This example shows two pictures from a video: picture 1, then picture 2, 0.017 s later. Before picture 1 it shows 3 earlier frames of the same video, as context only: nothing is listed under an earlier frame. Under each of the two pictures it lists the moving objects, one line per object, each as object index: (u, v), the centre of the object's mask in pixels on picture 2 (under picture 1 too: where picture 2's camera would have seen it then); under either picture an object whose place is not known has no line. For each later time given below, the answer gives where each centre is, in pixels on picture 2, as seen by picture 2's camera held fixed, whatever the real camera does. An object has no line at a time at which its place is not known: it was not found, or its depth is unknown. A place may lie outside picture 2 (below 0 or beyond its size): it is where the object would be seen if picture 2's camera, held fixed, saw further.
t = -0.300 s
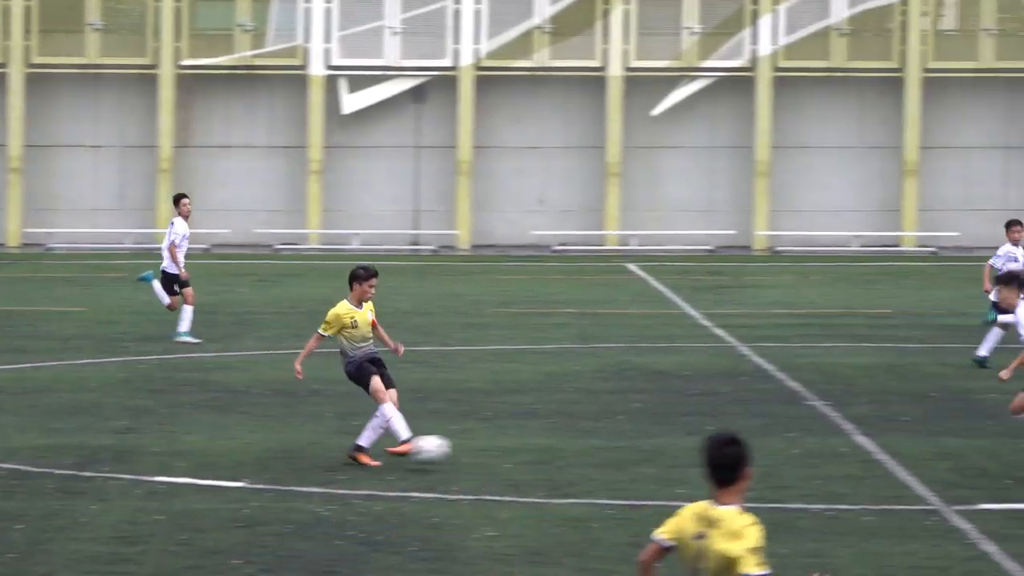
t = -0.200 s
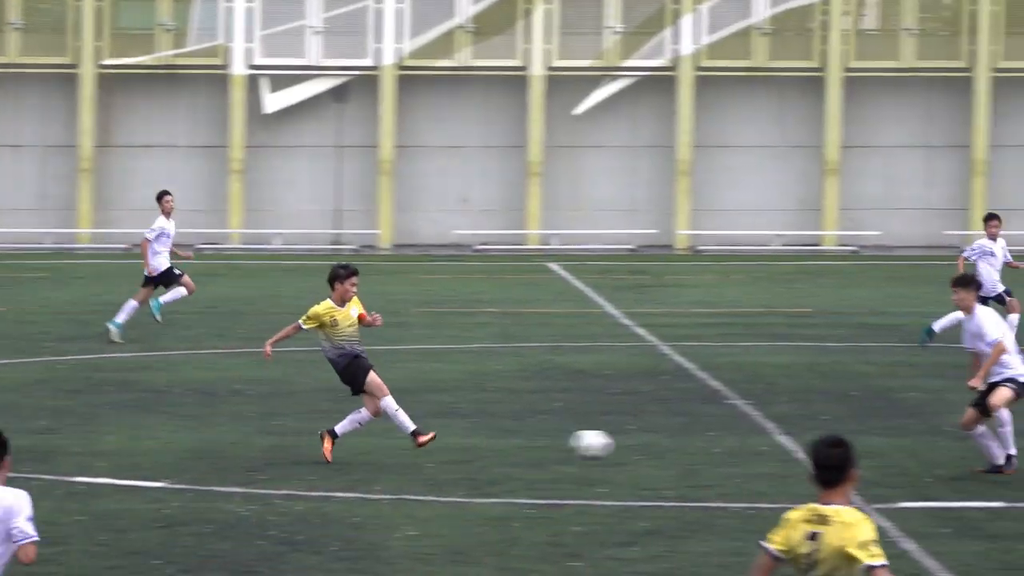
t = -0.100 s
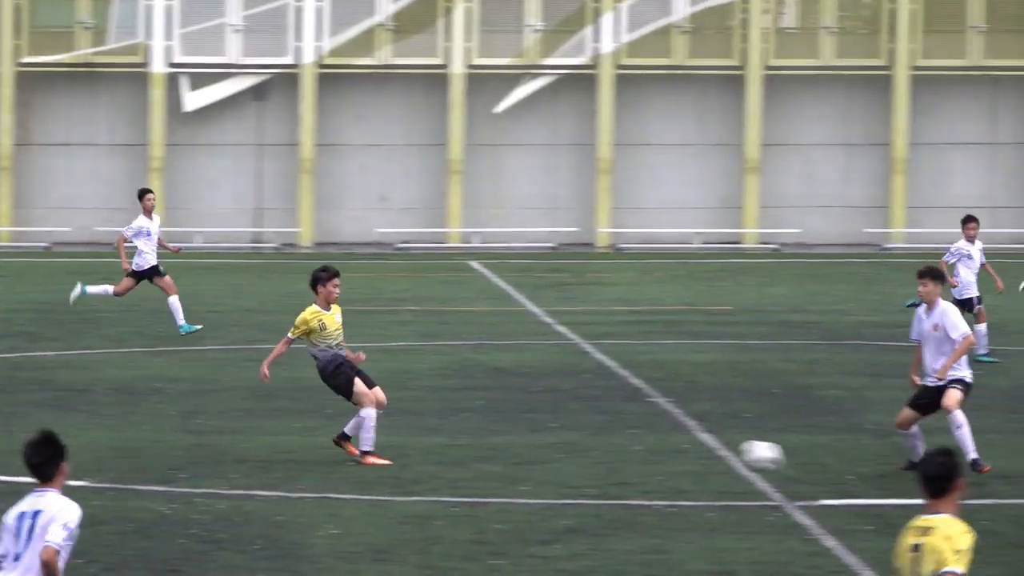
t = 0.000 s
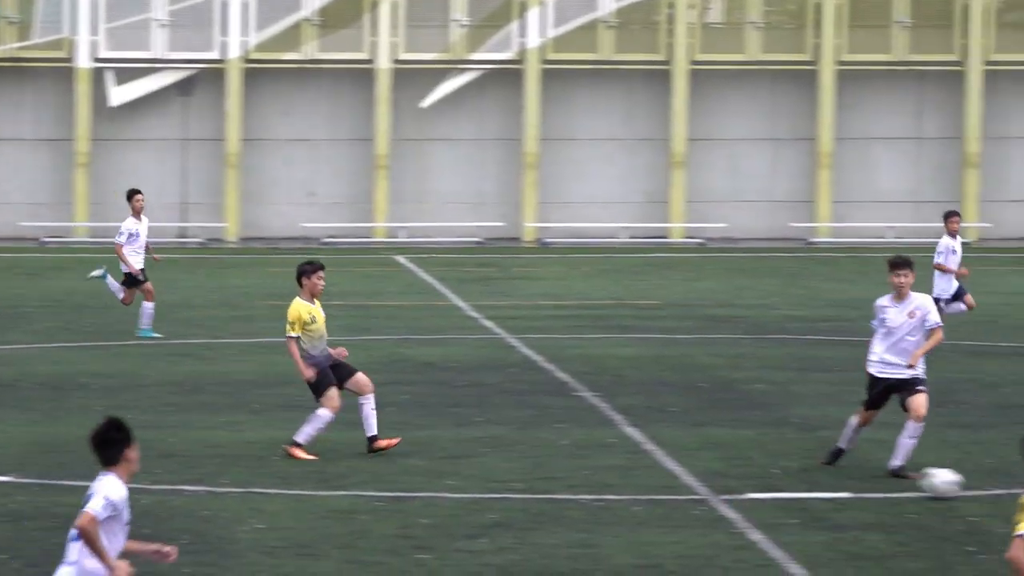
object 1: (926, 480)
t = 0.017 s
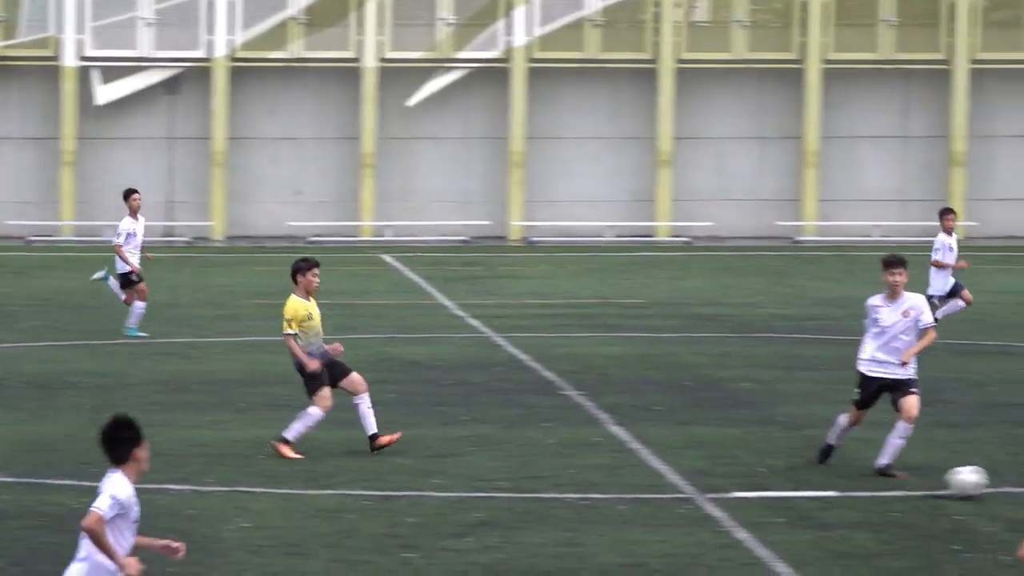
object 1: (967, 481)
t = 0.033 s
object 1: (1005, 478)
